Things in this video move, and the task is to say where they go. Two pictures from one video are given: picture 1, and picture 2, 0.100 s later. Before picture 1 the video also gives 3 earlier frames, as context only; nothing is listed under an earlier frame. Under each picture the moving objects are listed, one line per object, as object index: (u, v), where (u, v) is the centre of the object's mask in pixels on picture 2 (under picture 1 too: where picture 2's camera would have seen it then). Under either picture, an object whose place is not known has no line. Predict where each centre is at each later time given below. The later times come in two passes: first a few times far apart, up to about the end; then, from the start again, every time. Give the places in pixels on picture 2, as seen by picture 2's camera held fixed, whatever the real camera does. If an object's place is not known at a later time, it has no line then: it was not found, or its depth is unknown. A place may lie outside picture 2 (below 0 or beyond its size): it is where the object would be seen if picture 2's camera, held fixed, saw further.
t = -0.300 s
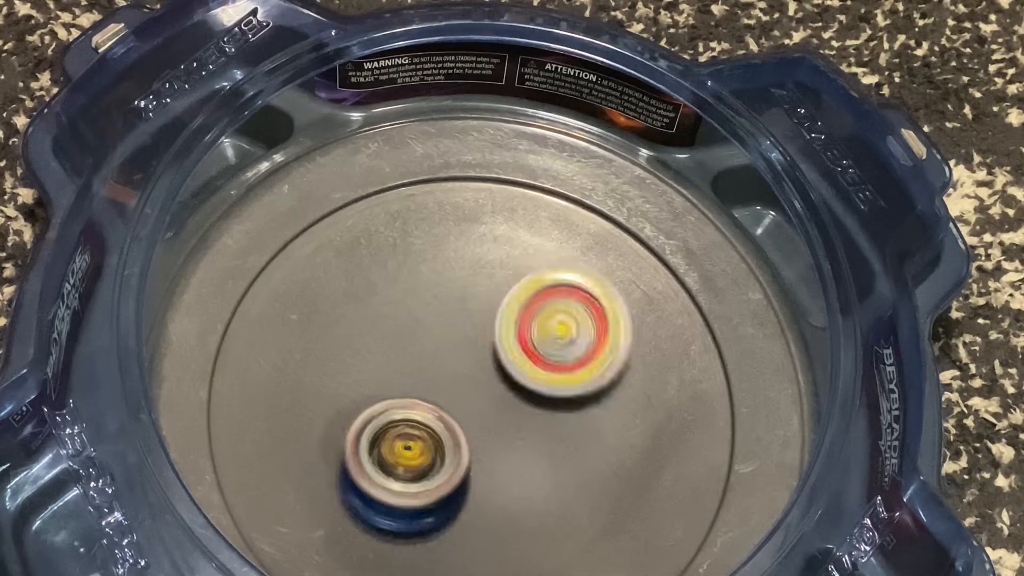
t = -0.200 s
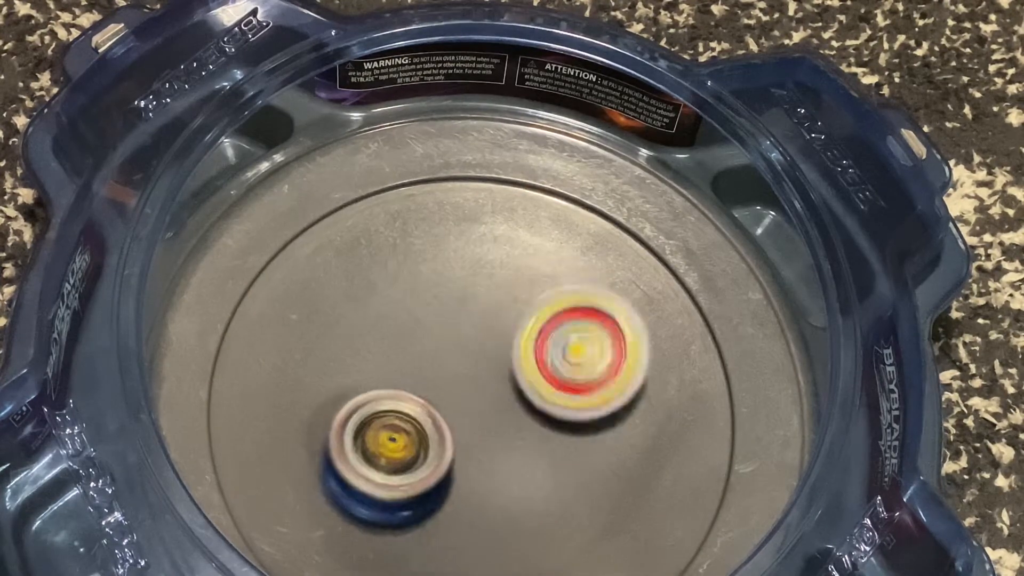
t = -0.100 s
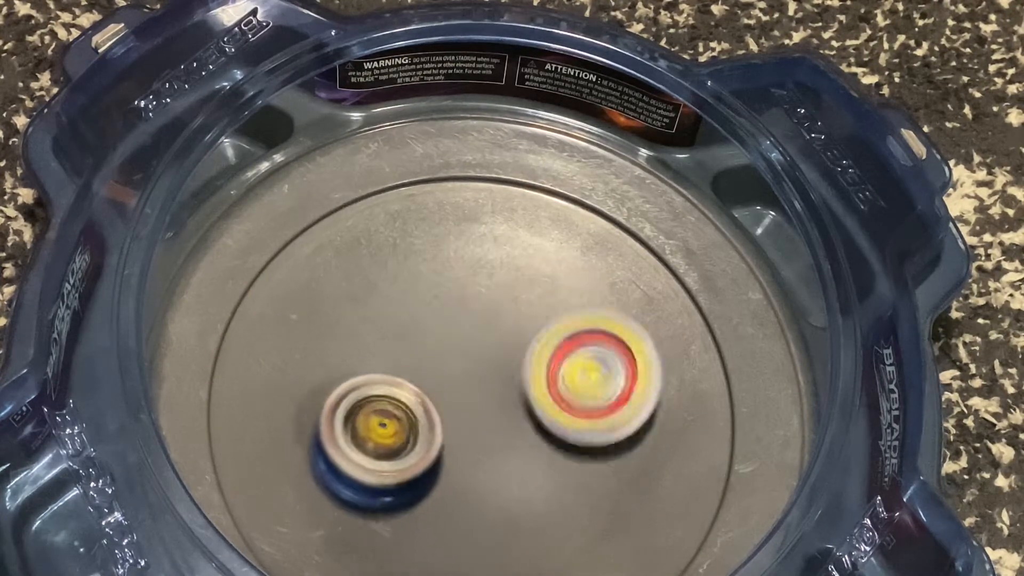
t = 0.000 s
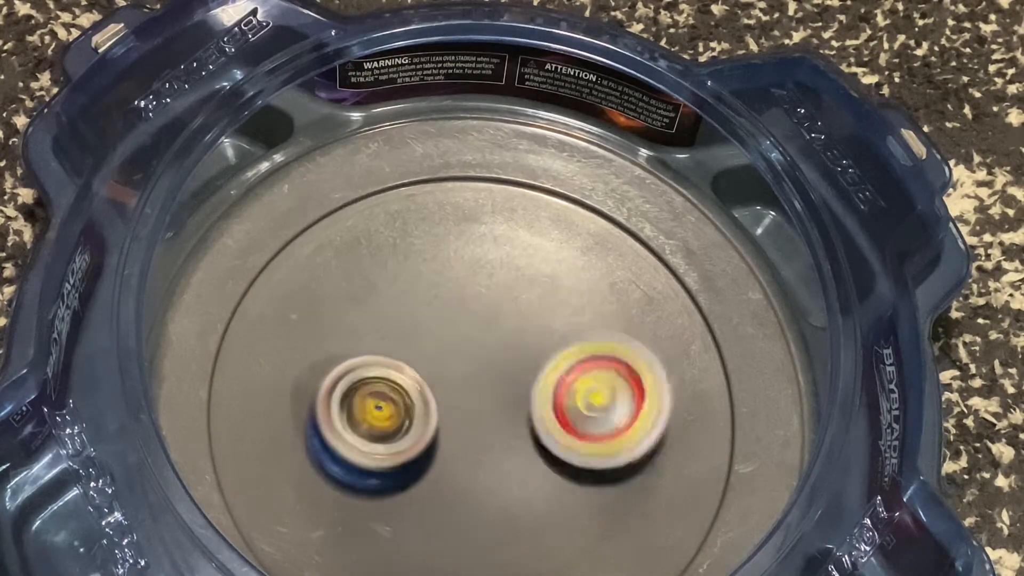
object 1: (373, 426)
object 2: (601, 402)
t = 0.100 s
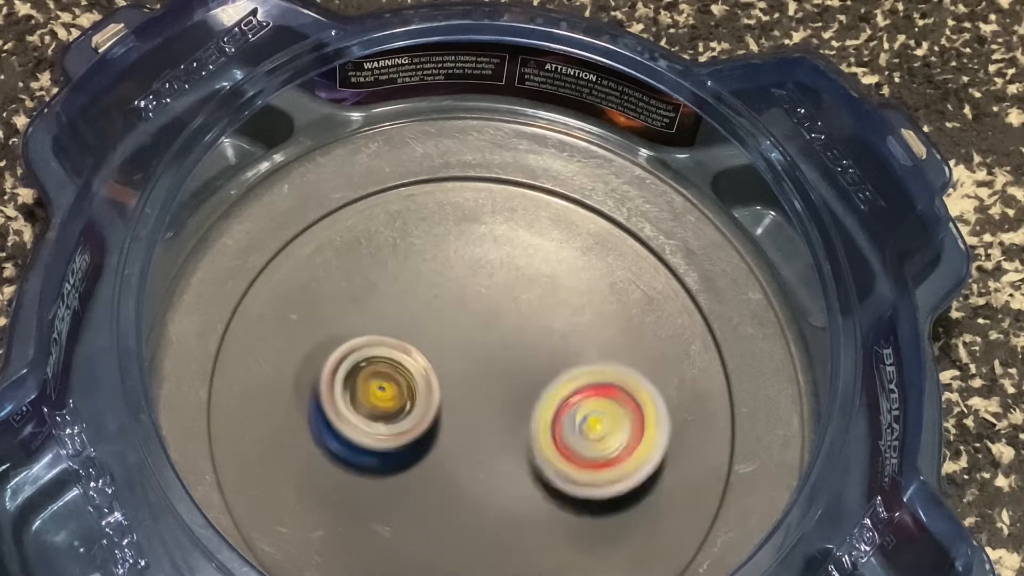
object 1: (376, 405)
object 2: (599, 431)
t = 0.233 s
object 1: (389, 375)
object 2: (586, 467)
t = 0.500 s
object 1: (441, 330)
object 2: (522, 516)
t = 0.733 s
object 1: (493, 308)
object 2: (447, 519)
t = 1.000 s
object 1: (530, 340)
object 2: (372, 477)
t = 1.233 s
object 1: (554, 385)
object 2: (348, 404)
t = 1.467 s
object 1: (553, 423)
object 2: (356, 338)
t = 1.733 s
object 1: (493, 464)
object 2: (404, 296)
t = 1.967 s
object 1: (423, 473)
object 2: (473, 293)
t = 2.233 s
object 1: (393, 464)
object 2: (543, 317)
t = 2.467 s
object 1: (406, 424)
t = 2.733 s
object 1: (461, 358)
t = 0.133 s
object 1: (378, 397)
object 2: (598, 440)
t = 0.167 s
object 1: (381, 390)
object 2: (594, 449)
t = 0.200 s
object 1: (385, 383)
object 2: (590, 459)
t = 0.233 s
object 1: (389, 375)
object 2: (586, 467)
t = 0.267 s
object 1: (394, 368)
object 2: (582, 476)
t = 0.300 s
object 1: (399, 361)
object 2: (575, 482)
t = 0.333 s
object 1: (405, 355)
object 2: (567, 491)
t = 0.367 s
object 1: (412, 348)
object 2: (559, 498)
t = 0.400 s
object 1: (419, 343)
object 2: (553, 504)
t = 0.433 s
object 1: (426, 339)
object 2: (543, 508)
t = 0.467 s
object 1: (434, 335)
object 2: (533, 513)
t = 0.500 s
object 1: (441, 330)
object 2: (522, 516)
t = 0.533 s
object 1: (449, 326)
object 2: (514, 519)
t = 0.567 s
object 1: (457, 323)
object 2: (502, 519)
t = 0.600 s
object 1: (465, 312)
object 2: (491, 520)
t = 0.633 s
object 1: (472, 311)
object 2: (479, 521)
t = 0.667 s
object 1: (479, 309)
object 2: (471, 521)
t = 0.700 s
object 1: (486, 308)
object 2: (458, 519)
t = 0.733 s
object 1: (493, 308)
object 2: (447, 519)
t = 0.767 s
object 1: (499, 309)
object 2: (435, 517)
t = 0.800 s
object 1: (503, 312)
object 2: (427, 515)
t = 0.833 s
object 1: (508, 313)
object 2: (415, 511)
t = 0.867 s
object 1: (513, 316)
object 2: (406, 506)
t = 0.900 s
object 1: (516, 323)
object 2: (396, 501)
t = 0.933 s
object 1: (521, 328)
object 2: (389, 493)
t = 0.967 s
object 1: (526, 333)
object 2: (380, 486)
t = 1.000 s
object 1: (530, 340)
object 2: (372, 477)
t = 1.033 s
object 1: (535, 344)
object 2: (367, 469)
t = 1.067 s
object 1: (539, 351)
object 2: (362, 458)
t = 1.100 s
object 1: (543, 360)
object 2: (357, 448)
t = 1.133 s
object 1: (548, 367)
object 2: (353, 438)
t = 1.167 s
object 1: (551, 374)
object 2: (353, 427)
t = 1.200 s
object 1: (552, 380)
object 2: (350, 415)
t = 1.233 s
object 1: (554, 385)
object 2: (348, 404)
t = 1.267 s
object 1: (556, 391)
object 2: (347, 396)
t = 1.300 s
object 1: (558, 397)
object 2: (348, 385)
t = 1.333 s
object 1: (558, 401)
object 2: (348, 375)
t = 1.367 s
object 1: (558, 406)
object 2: (348, 365)
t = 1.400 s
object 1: (557, 411)
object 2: (352, 357)
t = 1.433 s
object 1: (555, 417)
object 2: (354, 347)
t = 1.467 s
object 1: (553, 423)
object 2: (356, 338)
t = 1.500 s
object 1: (550, 429)
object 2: (359, 331)
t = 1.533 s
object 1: (546, 435)
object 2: (365, 323)
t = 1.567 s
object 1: (541, 440)
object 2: (369, 316)
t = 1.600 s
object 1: (534, 446)
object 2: (373, 310)
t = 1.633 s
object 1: (526, 451)
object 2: (381, 306)
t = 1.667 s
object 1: (517, 456)
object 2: (389, 301)
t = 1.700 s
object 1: (505, 460)
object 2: (395, 297)
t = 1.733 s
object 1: (493, 464)
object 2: (404, 296)
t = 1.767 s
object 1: (481, 466)
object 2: (414, 293)
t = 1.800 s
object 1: (468, 469)
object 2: (421, 291)
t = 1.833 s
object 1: (455, 469)
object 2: (431, 291)
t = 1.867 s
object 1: (445, 470)
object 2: (443, 290)
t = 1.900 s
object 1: (437, 471)
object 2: (452, 291)
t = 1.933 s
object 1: (430, 472)
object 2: (461, 289)
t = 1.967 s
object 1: (423, 473)
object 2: (473, 293)
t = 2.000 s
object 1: (417, 474)
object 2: (482, 294)
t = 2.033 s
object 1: (411, 474)
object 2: (490, 295)
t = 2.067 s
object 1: (405, 474)
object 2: (501, 300)
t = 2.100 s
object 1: (401, 473)
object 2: (510, 302)
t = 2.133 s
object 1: (398, 472)
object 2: (519, 305)
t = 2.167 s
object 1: (395, 470)
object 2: (526, 310)
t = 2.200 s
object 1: (394, 468)
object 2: (534, 314)
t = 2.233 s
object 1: (393, 464)
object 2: (543, 317)
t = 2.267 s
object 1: (393, 460)
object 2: (548, 323)
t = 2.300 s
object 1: (393, 456)
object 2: (555, 328)
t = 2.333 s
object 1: (394, 450)
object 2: (562, 333)
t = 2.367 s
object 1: (395, 444)
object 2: (566, 341)
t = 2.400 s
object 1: (397, 438)
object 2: (572, 349)
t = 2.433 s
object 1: (401, 431)
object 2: (578, 357)
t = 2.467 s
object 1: (406, 424)
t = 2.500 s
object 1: (411, 417)
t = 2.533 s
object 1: (418, 410)
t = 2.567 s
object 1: (426, 402)
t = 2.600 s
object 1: (433, 394)
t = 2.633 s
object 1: (439, 385)
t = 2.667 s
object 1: (446, 376)
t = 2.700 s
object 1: (454, 366)
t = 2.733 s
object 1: (461, 358)
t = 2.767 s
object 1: (467, 352)
